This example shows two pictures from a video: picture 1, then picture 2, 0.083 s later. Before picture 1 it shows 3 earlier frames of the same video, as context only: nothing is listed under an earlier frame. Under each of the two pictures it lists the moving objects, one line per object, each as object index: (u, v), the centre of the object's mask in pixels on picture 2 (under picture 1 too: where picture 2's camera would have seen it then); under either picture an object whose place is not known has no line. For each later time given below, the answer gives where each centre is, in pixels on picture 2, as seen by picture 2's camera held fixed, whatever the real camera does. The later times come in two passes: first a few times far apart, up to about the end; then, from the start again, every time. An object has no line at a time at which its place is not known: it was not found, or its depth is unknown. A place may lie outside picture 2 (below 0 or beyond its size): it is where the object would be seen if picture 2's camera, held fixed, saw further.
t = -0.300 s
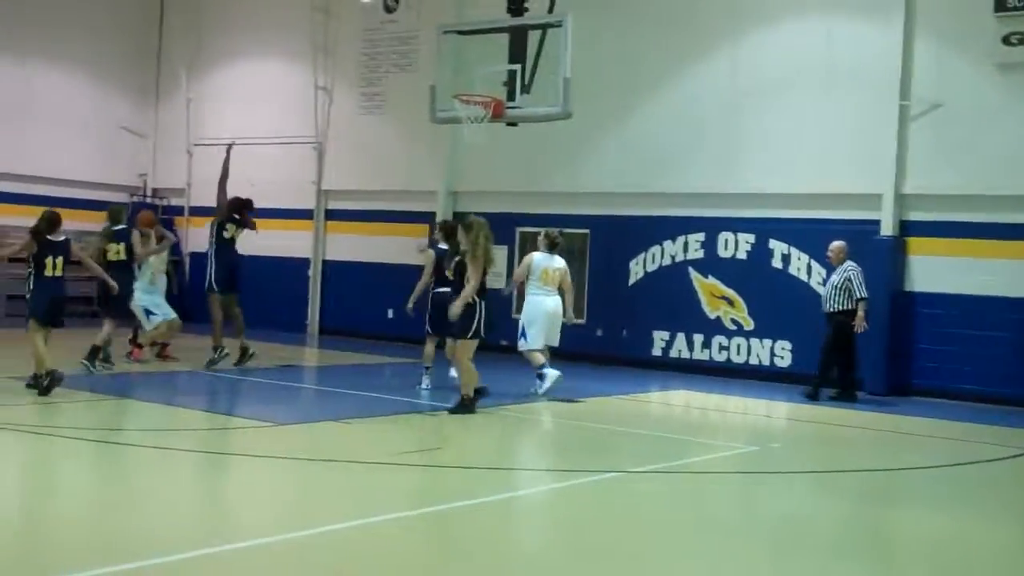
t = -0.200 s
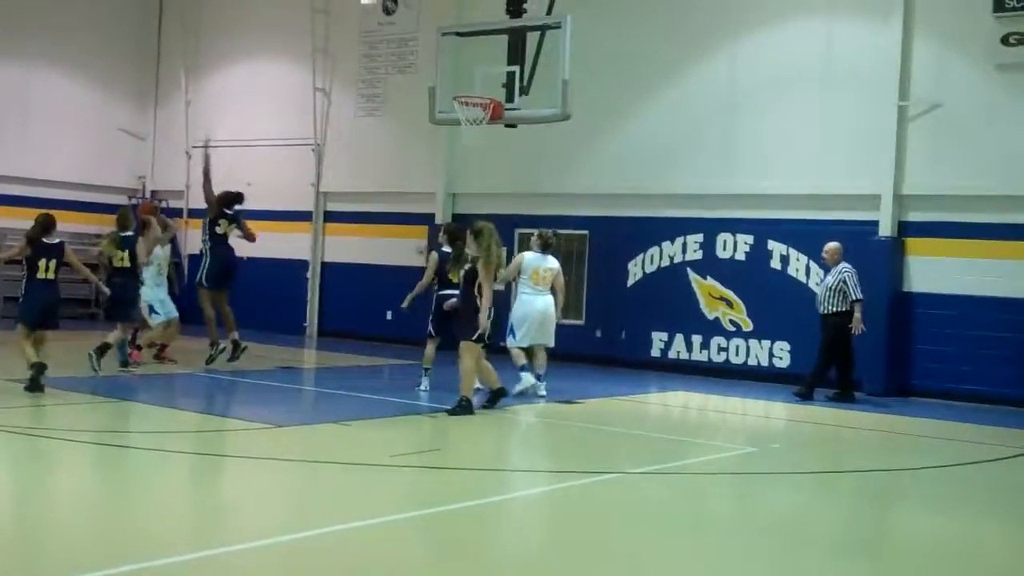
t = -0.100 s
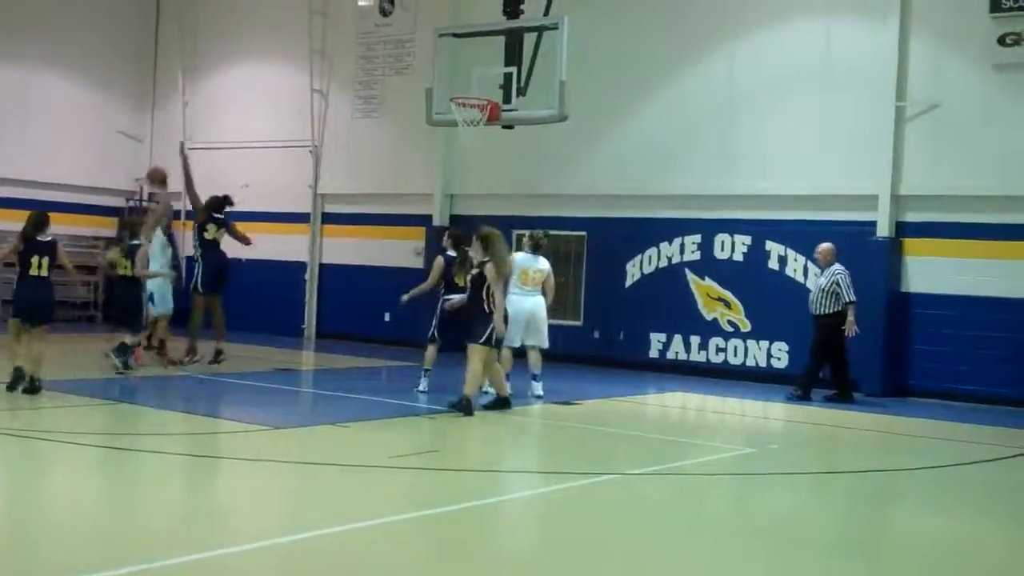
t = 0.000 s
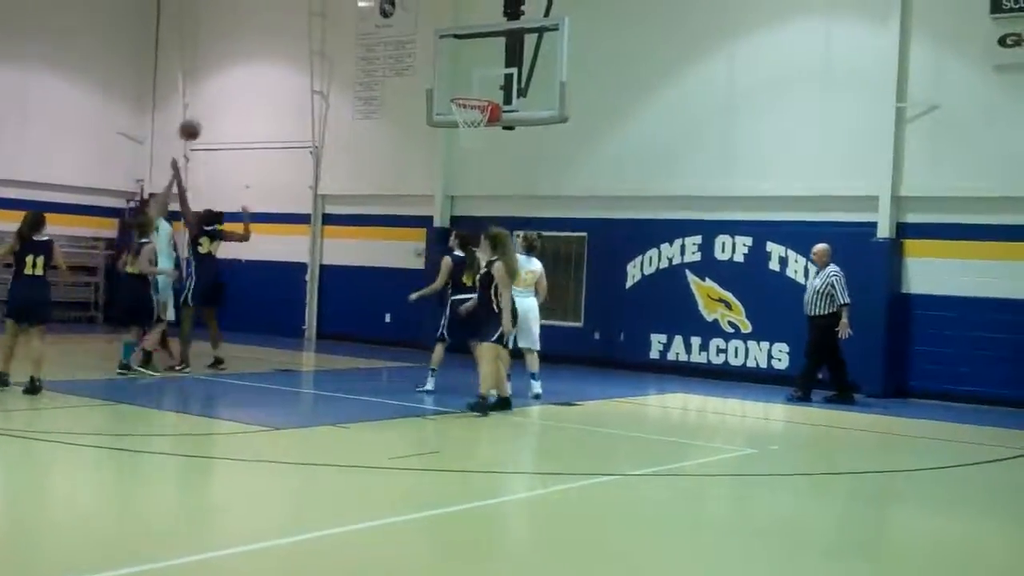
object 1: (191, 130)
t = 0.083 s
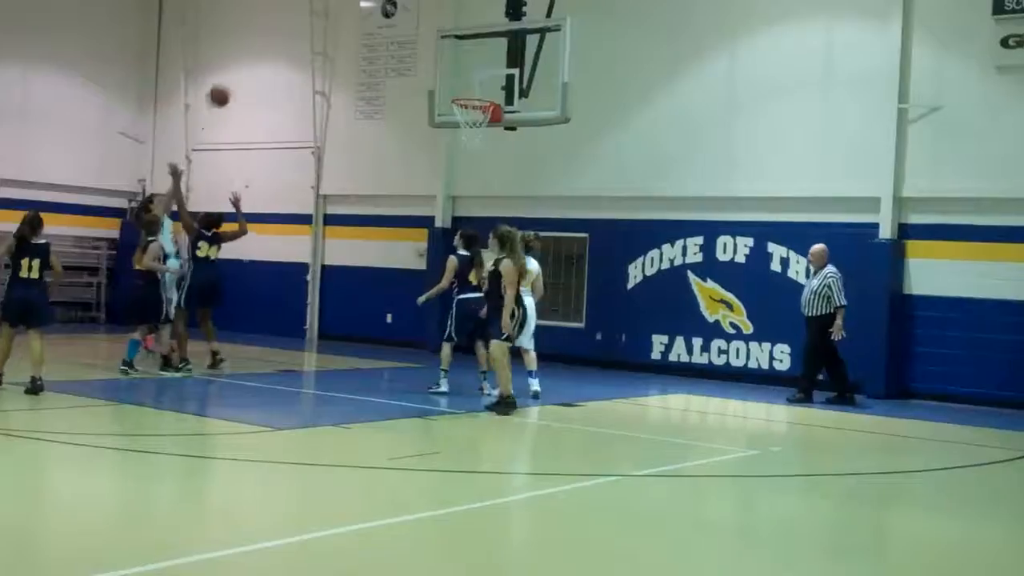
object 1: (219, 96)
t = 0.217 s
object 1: (262, 56)
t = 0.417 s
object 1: (325, 25)
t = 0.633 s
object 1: (389, 31)
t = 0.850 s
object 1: (450, 81)
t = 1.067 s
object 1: (442, 84)
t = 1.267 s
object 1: (395, 92)
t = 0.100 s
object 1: (224, 90)
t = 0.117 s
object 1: (229, 85)
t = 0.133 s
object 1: (236, 79)
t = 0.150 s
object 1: (241, 74)
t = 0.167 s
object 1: (247, 69)
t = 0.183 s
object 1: (252, 64)
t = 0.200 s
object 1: (257, 60)
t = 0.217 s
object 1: (262, 56)
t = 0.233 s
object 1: (268, 52)
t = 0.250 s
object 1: (274, 48)
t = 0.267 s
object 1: (279, 45)
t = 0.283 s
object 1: (284, 41)
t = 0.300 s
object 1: (289, 39)
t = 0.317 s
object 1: (294, 36)
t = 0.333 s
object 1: (300, 33)
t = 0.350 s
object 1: (304, 31)
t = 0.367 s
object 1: (310, 30)
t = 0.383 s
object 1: (315, 28)
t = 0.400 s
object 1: (320, 26)
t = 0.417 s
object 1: (325, 25)
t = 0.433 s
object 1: (330, 24)
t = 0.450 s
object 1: (335, 23)
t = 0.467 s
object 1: (340, 22)
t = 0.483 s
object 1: (345, 23)
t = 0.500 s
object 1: (350, 22)
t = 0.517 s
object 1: (355, 22)
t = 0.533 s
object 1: (360, 23)
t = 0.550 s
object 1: (365, 24)
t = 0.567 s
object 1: (370, 24)
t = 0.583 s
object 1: (374, 26)
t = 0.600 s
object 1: (379, 28)
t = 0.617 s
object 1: (384, 30)
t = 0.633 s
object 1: (389, 31)
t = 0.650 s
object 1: (394, 34)
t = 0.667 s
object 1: (399, 36)
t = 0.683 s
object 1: (404, 39)
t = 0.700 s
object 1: (408, 42)
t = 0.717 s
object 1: (413, 45)
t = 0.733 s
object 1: (418, 49)
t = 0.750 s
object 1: (422, 53)
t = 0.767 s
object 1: (426, 57)
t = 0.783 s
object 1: (431, 61)
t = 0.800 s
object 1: (436, 65)
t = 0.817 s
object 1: (441, 70)
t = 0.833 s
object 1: (444, 75)
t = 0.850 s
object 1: (450, 81)
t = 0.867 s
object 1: (454, 85)
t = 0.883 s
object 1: (458, 89)
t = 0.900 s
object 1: (462, 95)
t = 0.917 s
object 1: (463, 95)
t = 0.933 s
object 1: (465, 94)
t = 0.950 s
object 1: (465, 94)
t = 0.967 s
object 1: (465, 93)
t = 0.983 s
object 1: (460, 90)
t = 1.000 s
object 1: (457, 89)
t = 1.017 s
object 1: (454, 88)
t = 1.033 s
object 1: (450, 86)
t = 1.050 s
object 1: (446, 85)
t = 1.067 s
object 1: (442, 84)
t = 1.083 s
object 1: (438, 84)
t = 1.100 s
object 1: (434, 83)
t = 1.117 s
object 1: (431, 83)
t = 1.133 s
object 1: (427, 83)
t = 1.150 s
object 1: (423, 83)
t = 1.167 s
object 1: (419, 84)
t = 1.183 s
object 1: (415, 84)
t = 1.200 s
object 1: (411, 85)
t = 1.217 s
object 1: (406, 86)
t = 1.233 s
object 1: (402, 88)
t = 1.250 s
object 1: (398, 90)
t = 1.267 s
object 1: (395, 92)
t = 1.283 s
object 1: (391, 95)
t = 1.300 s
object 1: (386, 97)
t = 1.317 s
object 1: (382, 100)
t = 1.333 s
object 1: (378, 103)
